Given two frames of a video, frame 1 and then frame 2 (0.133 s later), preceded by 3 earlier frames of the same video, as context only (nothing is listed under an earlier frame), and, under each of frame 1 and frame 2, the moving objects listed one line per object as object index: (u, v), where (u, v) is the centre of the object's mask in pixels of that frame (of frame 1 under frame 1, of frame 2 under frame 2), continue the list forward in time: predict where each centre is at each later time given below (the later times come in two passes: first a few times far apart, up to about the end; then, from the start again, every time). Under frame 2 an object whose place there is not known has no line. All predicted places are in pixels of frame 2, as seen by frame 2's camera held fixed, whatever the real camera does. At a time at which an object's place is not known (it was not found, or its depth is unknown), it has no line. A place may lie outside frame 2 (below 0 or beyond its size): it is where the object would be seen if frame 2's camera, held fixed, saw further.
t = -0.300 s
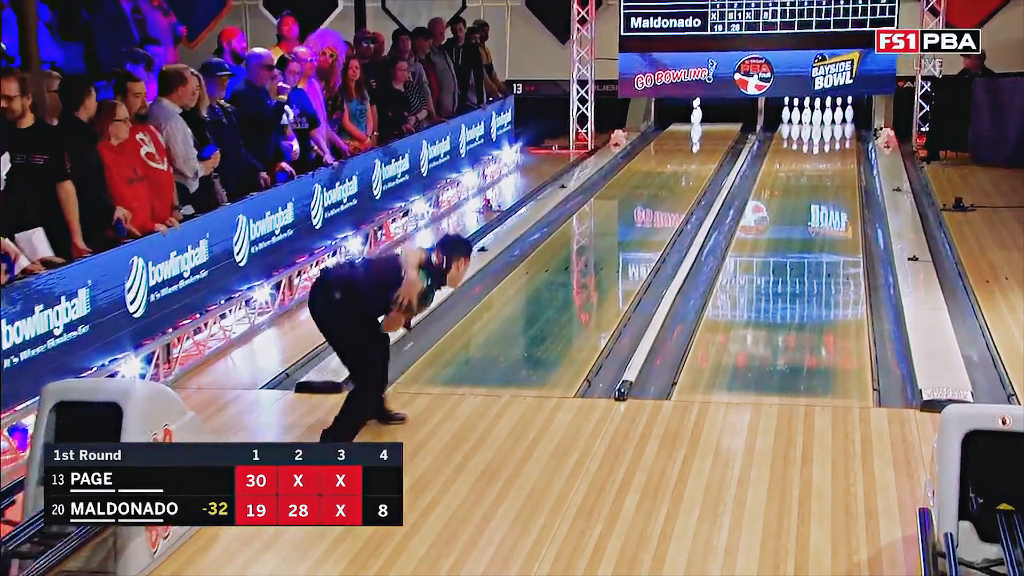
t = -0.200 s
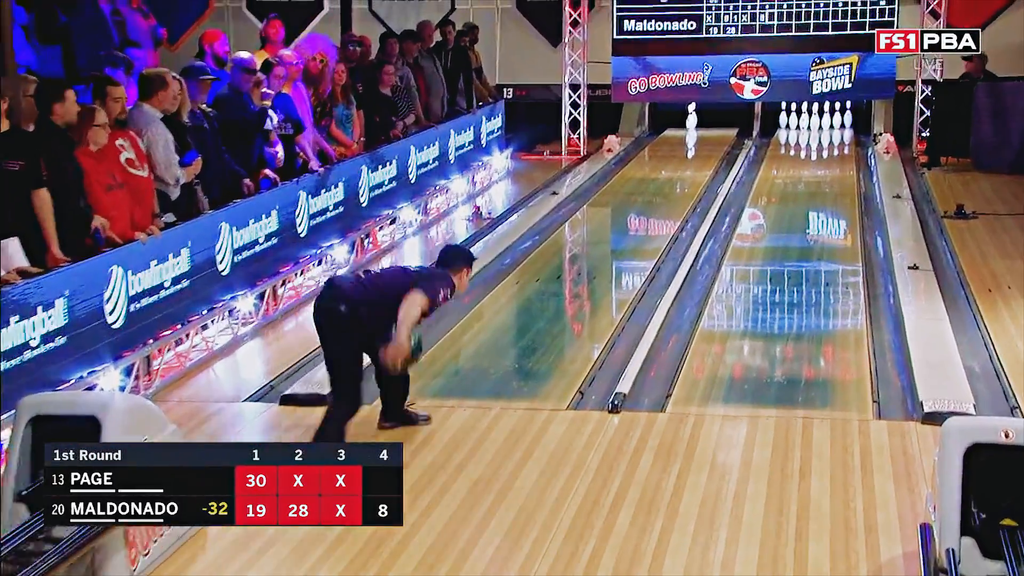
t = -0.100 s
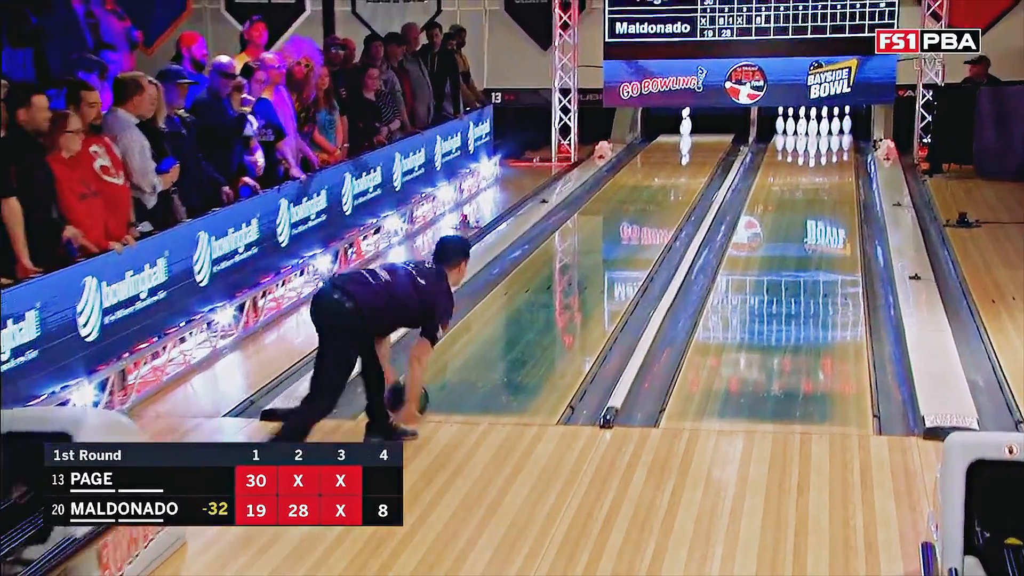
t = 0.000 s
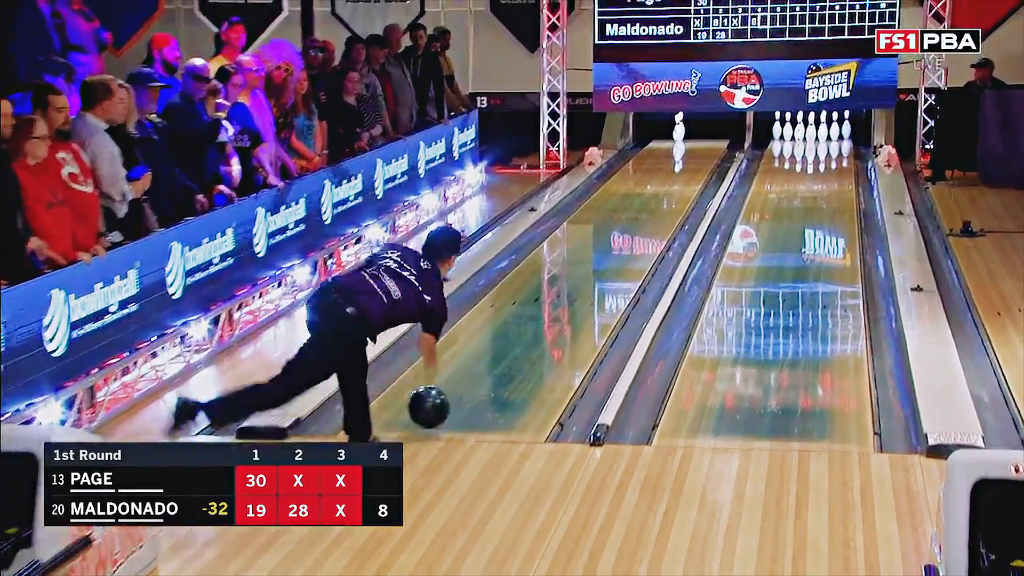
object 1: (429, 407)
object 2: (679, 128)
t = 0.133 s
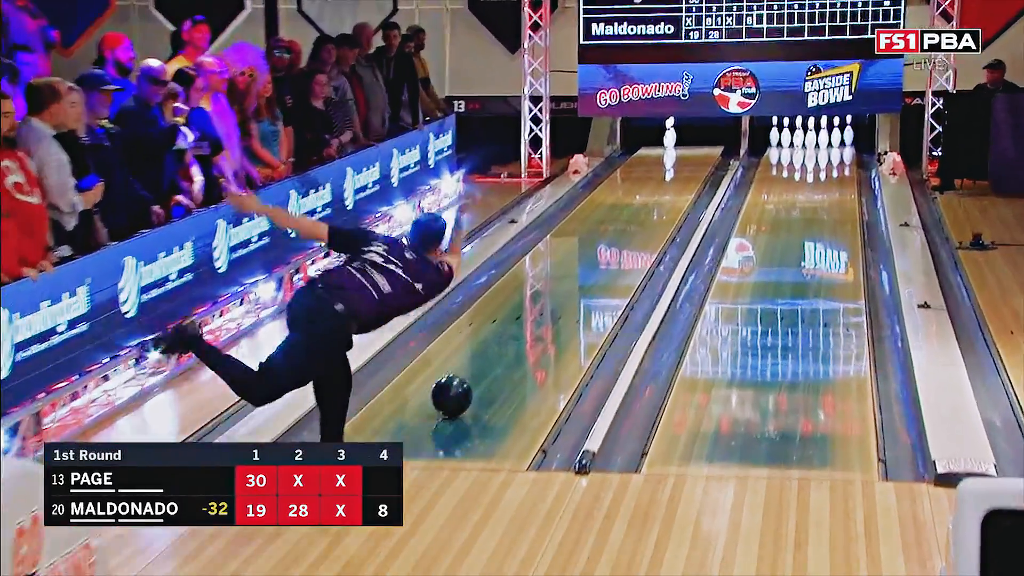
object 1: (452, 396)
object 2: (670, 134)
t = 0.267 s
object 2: (668, 134)
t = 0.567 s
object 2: (665, 135)
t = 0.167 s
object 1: (462, 386)
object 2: (669, 134)
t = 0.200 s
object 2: (669, 135)
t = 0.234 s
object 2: (668, 135)
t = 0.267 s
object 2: (668, 134)
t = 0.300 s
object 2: (667, 135)
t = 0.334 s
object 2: (667, 135)
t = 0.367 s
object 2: (667, 135)
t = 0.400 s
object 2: (667, 135)
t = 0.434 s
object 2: (666, 135)
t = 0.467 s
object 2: (666, 136)
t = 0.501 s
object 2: (666, 136)
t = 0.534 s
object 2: (666, 136)
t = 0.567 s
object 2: (665, 135)
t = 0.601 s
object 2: (665, 136)
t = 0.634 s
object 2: (665, 136)
